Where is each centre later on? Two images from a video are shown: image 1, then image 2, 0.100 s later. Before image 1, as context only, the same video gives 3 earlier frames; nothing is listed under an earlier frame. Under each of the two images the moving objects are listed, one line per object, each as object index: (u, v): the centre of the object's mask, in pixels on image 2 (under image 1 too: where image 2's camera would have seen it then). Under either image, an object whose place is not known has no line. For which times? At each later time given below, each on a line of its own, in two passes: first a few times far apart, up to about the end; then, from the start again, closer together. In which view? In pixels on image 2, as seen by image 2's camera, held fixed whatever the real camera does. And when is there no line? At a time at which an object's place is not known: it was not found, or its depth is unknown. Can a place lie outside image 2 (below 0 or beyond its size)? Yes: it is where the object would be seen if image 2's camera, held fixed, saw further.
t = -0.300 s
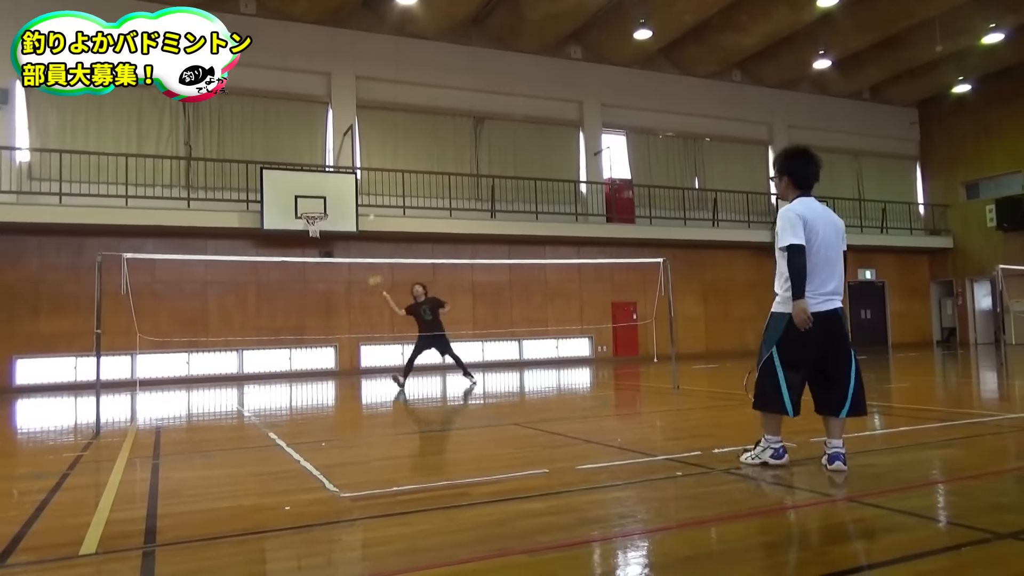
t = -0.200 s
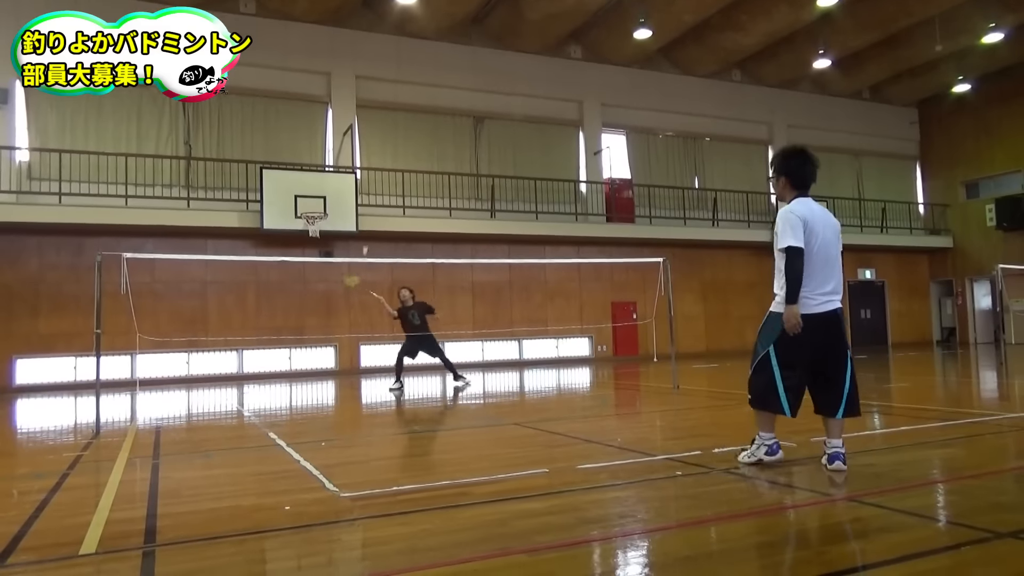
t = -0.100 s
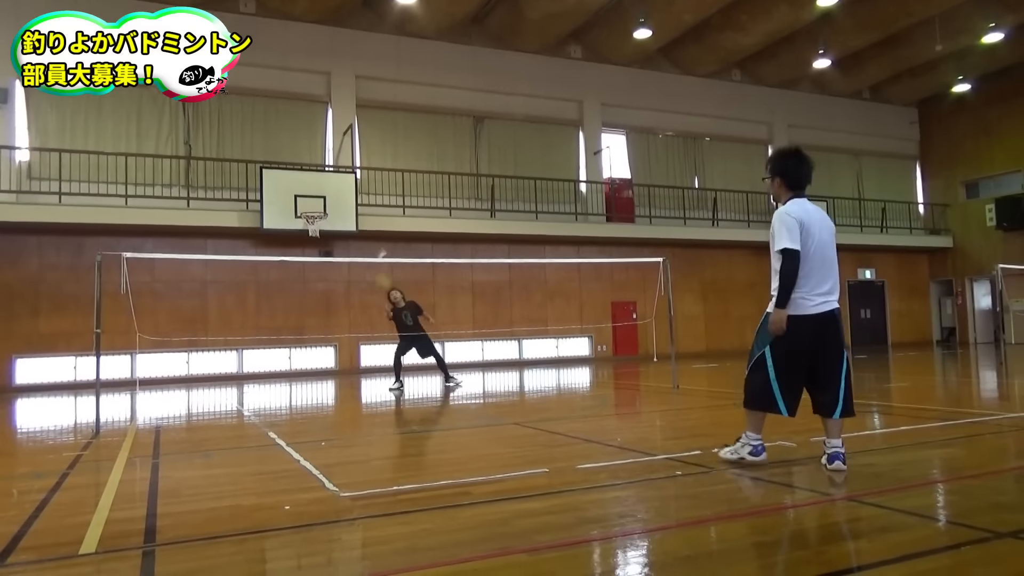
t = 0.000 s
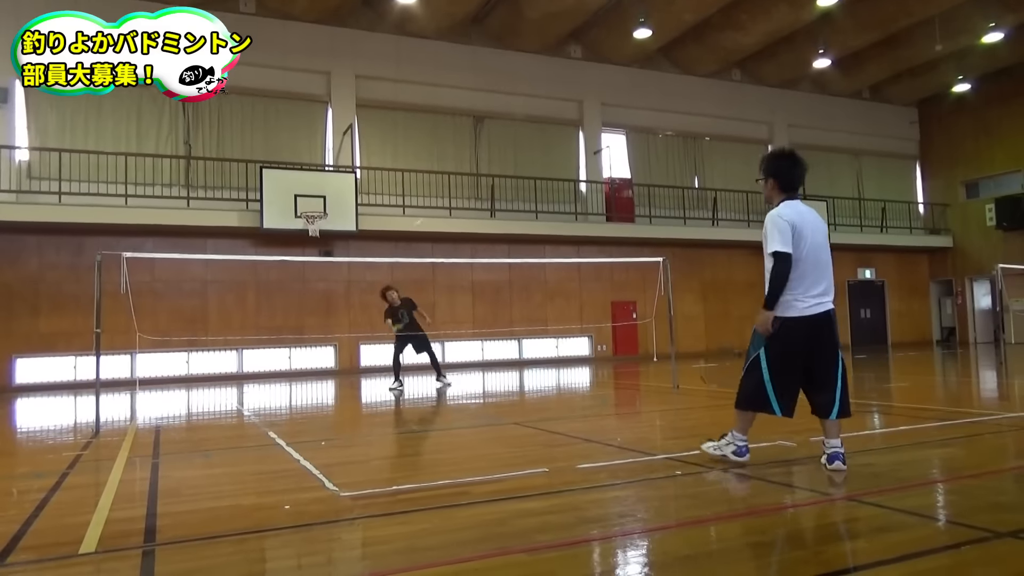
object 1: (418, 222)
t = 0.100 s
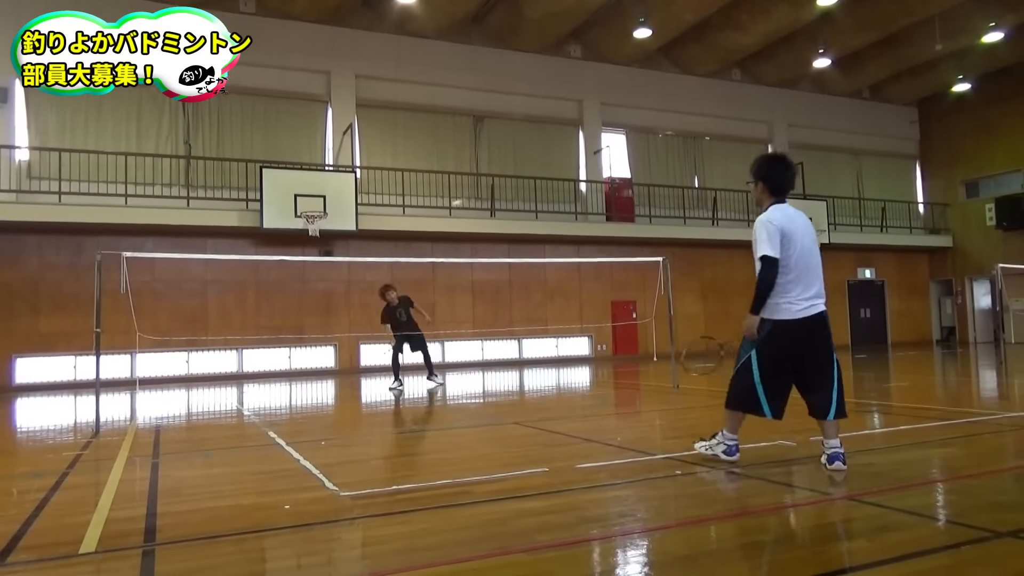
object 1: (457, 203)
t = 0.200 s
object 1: (496, 194)
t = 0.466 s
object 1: (606, 219)
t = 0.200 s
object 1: (496, 194)
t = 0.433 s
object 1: (591, 211)
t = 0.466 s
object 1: (606, 219)
